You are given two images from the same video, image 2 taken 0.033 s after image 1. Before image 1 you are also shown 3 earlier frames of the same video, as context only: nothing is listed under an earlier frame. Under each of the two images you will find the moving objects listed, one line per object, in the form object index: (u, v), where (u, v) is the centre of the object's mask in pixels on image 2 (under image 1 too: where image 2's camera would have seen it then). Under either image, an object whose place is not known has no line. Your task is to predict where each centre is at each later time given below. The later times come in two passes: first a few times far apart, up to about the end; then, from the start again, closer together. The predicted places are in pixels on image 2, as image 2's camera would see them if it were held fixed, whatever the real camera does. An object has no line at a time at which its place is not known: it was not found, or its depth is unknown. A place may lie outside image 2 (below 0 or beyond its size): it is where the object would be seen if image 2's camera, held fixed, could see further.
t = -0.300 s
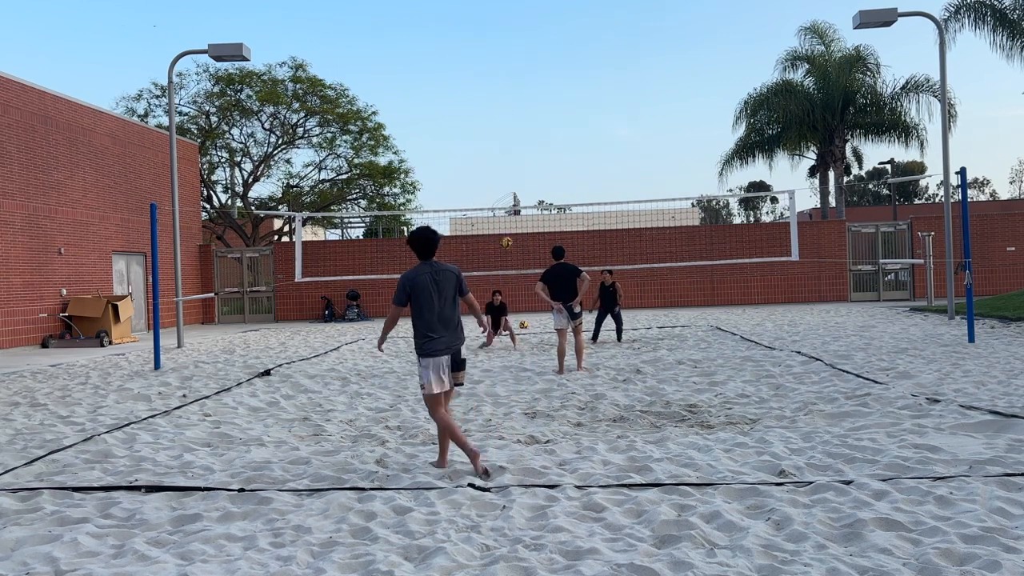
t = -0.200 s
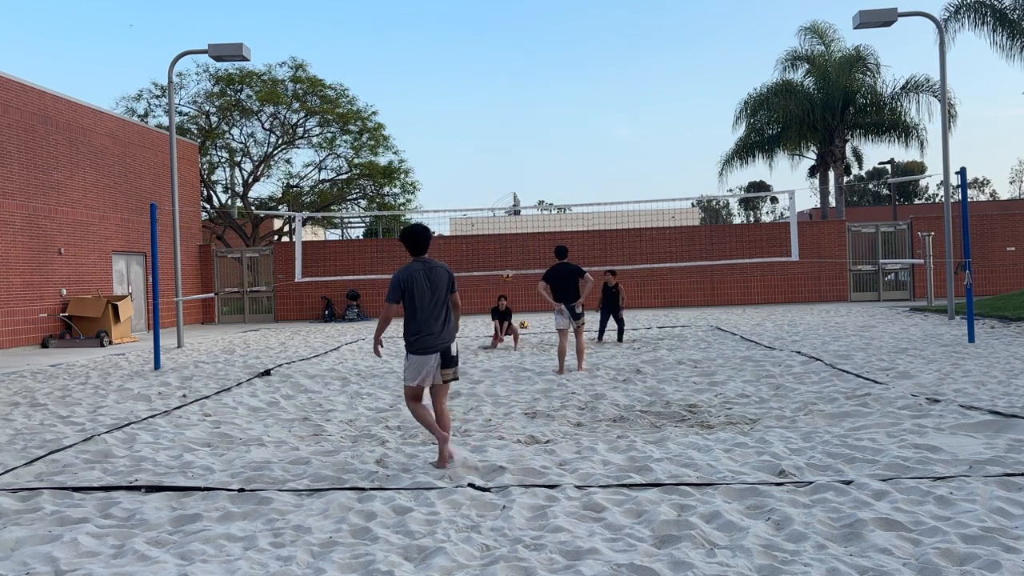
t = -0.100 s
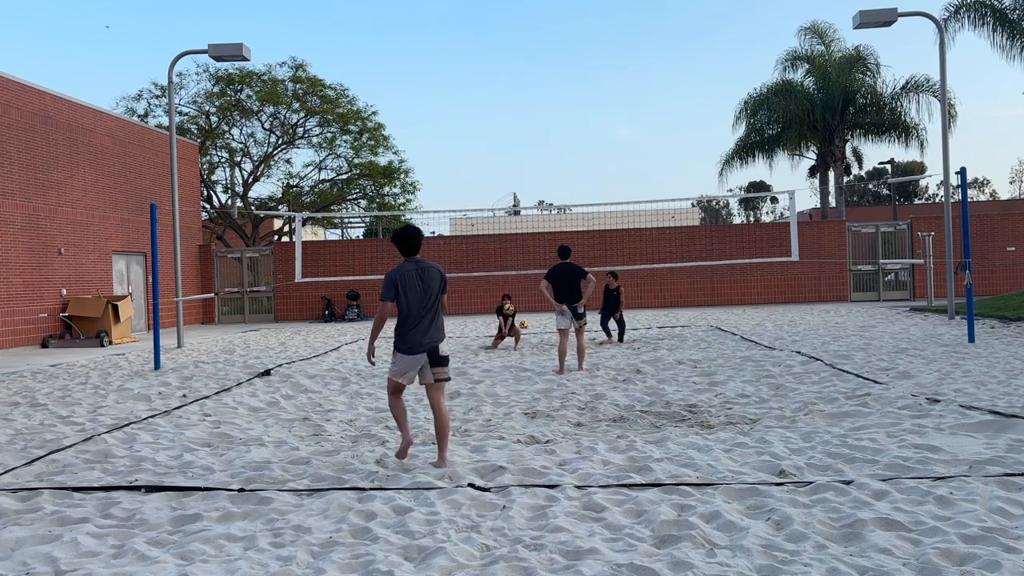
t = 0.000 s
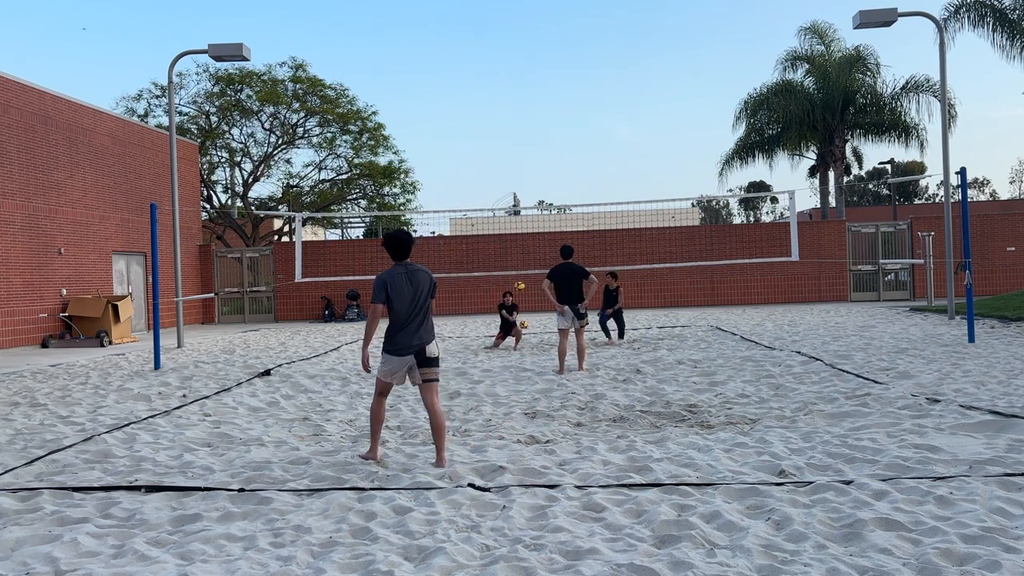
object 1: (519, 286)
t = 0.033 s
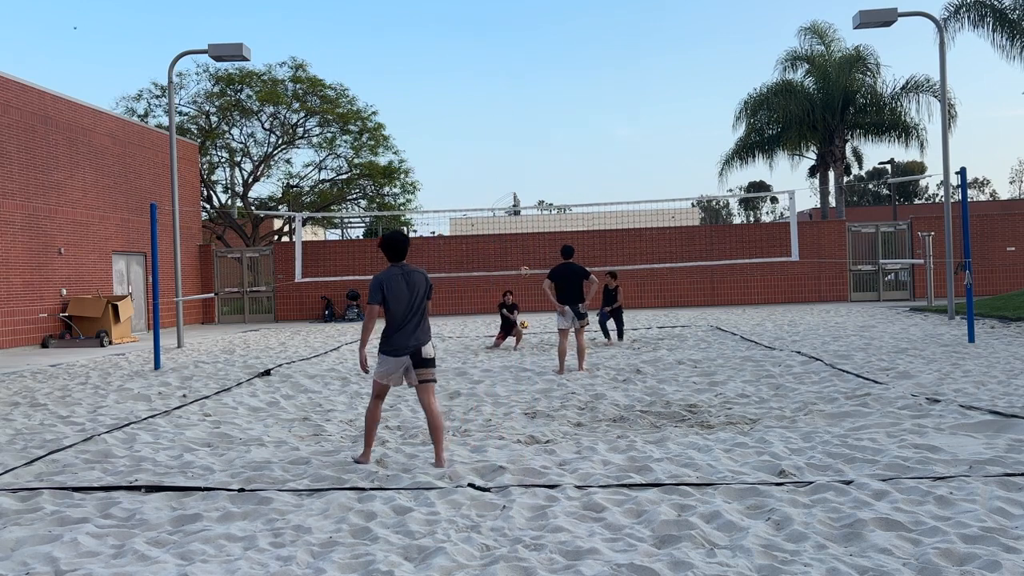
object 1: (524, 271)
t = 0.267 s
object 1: (558, 180)
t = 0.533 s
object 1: (598, 111)
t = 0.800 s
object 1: (637, 77)
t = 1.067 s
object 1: (677, 80)
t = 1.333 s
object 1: (716, 119)
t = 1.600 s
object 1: (756, 190)
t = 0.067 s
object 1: (529, 257)
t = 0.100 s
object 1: (534, 242)
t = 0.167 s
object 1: (543, 216)
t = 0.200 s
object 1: (548, 202)
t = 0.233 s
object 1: (553, 192)
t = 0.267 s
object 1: (558, 180)
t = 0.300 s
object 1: (563, 170)
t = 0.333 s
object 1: (568, 159)
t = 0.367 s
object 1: (573, 150)
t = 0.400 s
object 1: (578, 141)
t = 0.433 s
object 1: (582, 133)
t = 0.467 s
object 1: (587, 124)
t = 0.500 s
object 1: (592, 117)
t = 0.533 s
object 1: (598, 111)
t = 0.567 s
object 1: (602, 104)
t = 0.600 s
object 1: (607, 99)
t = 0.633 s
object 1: (612, 94)
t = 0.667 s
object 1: (618, 89)
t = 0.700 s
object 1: (622, 85)
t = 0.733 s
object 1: (627, 82)
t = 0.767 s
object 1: (632, 79)
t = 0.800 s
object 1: (637, 77)
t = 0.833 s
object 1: (642, 75)
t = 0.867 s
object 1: (647, 74)
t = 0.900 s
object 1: (652, 74)
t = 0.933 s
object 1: (657, 74)
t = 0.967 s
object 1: (662, 75)
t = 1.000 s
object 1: (667, 76)
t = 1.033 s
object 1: (672, 77)
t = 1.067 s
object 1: (677, 80)
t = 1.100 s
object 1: (682, 83)
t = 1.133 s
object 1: (687, 86)
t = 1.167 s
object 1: (692, 90)
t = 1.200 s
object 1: (697, 95)
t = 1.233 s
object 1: (702, 100)
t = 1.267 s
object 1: (707, 106)
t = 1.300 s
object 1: (711, 112)
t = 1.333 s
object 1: (716, 119)
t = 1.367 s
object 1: (721, 126)
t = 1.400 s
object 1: (726, 134)
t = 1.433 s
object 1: (731, 142)
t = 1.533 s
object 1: (746, 171)
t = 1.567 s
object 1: (750, 181)
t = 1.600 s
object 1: (756, 190)
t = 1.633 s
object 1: (760, 203)
